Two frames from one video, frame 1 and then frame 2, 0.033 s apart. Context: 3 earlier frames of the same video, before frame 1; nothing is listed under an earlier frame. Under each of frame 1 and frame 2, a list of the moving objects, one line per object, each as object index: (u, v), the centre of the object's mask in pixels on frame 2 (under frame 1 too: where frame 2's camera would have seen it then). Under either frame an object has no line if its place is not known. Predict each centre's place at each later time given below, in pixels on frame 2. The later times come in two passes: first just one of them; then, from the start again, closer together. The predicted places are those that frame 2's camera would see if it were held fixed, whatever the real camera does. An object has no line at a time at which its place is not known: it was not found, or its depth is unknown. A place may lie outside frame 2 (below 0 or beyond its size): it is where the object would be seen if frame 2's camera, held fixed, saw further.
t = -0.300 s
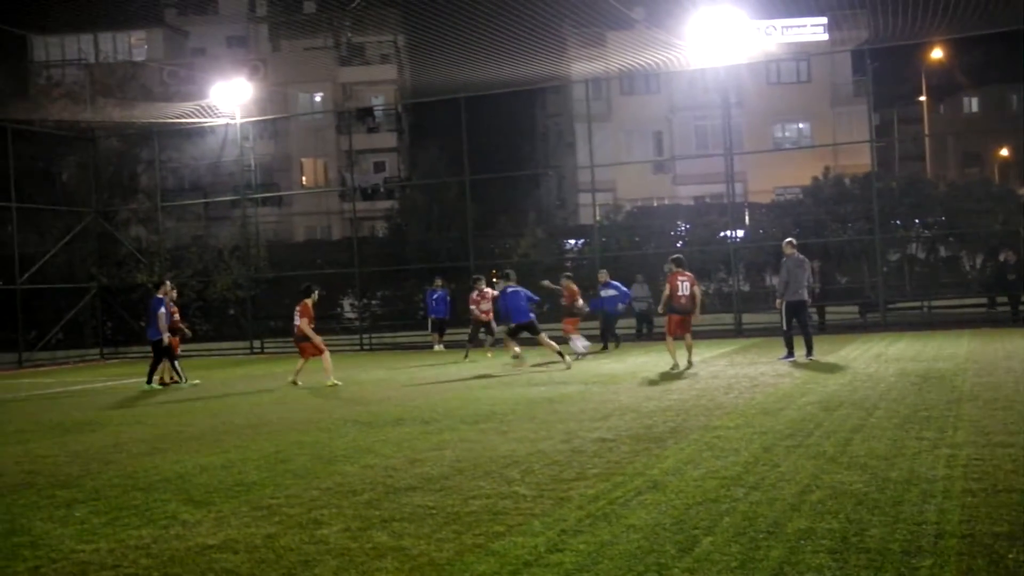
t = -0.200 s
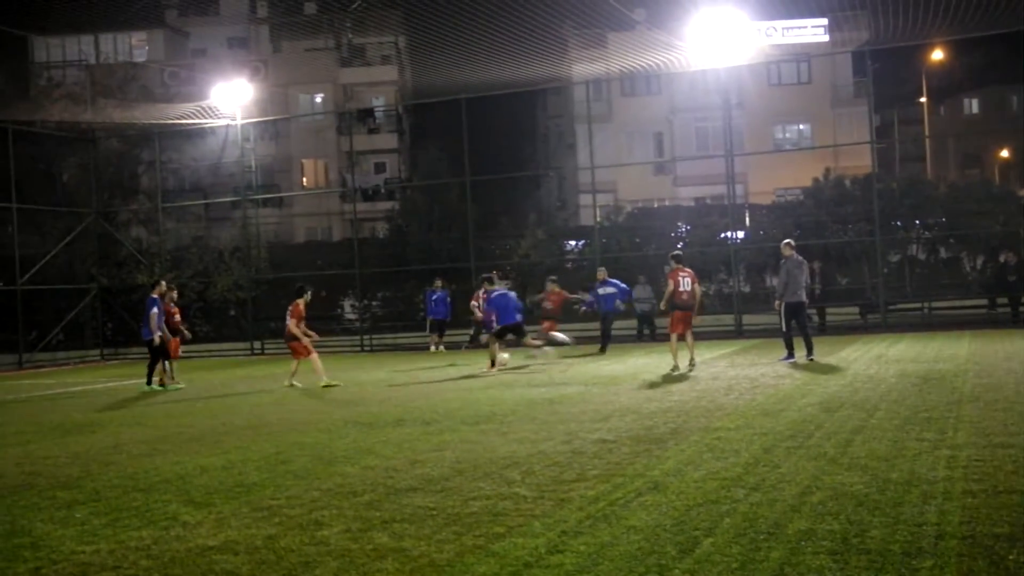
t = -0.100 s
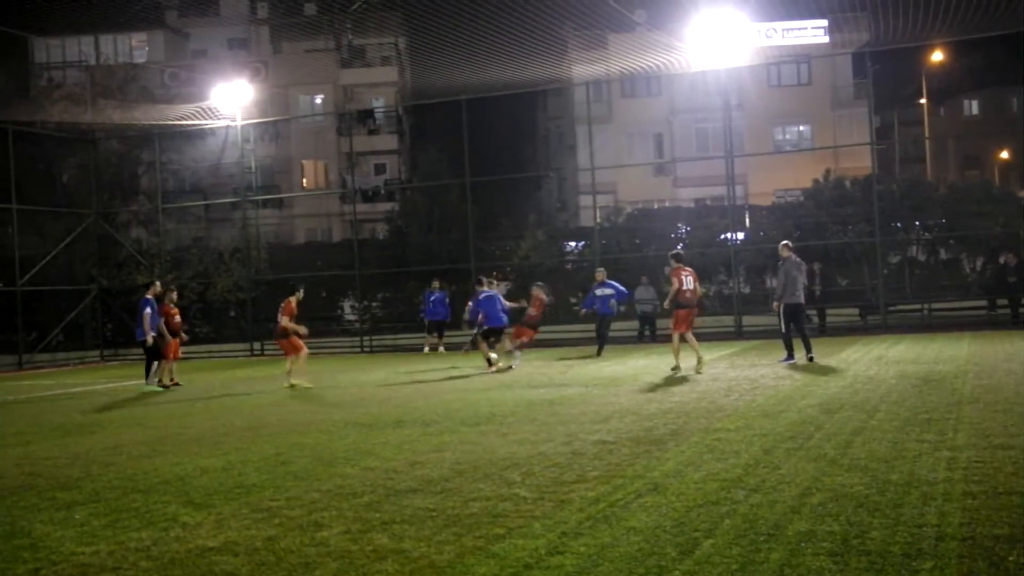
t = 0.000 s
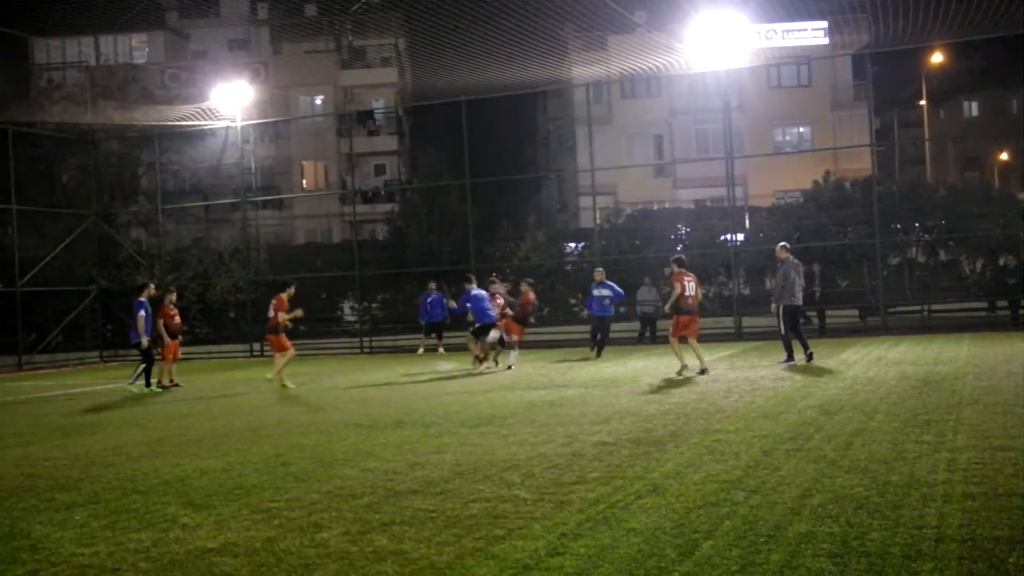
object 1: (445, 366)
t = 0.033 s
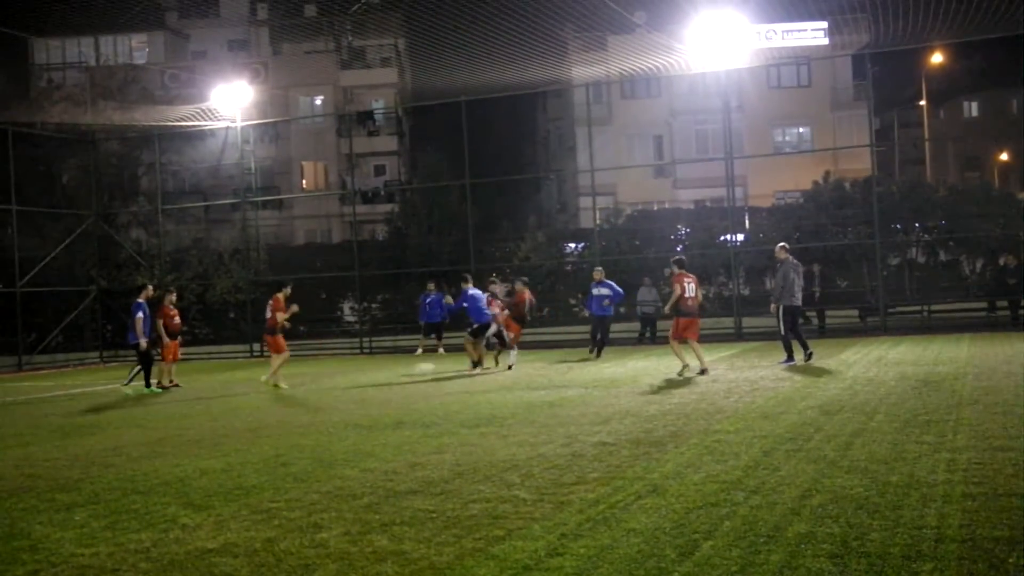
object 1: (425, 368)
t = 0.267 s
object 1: (257, 395)
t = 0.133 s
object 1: (358, 383)
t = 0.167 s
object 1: (334, 389)
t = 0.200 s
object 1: (309, 389)
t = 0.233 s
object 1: (283, 392)
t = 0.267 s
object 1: (257, 395)
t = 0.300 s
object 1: (229, 401)
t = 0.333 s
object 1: (198, 410)
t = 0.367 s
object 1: (166, 419)
